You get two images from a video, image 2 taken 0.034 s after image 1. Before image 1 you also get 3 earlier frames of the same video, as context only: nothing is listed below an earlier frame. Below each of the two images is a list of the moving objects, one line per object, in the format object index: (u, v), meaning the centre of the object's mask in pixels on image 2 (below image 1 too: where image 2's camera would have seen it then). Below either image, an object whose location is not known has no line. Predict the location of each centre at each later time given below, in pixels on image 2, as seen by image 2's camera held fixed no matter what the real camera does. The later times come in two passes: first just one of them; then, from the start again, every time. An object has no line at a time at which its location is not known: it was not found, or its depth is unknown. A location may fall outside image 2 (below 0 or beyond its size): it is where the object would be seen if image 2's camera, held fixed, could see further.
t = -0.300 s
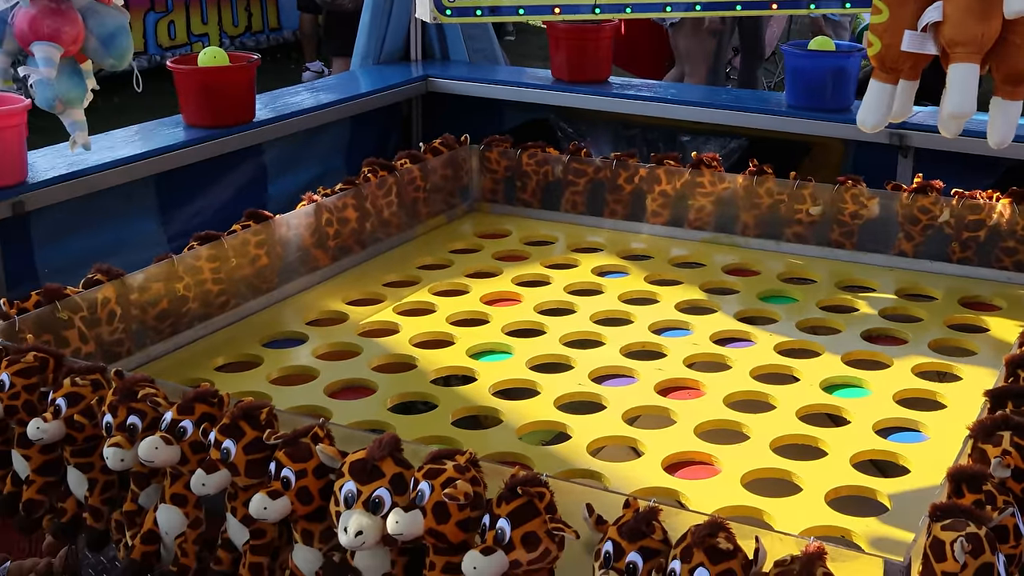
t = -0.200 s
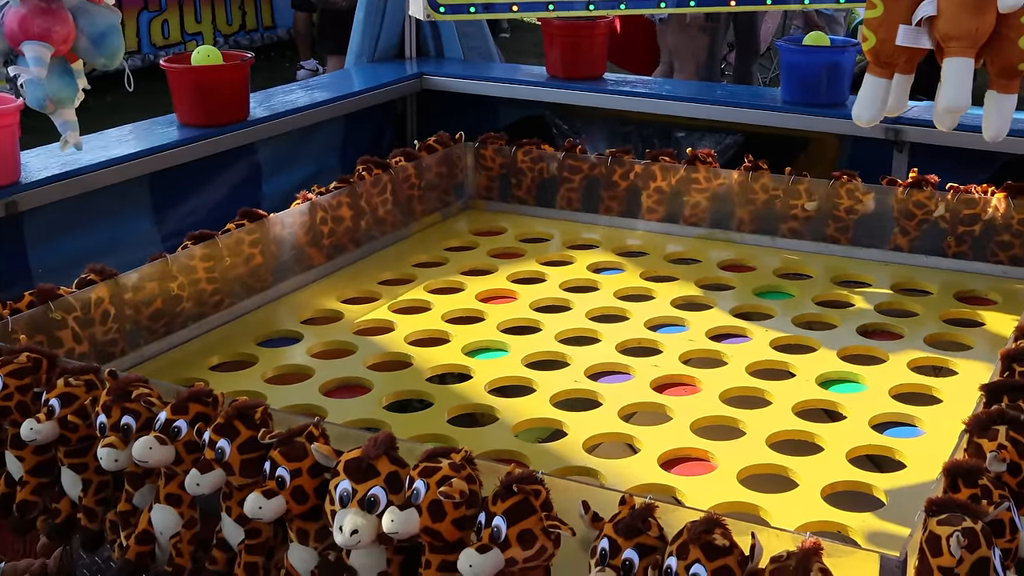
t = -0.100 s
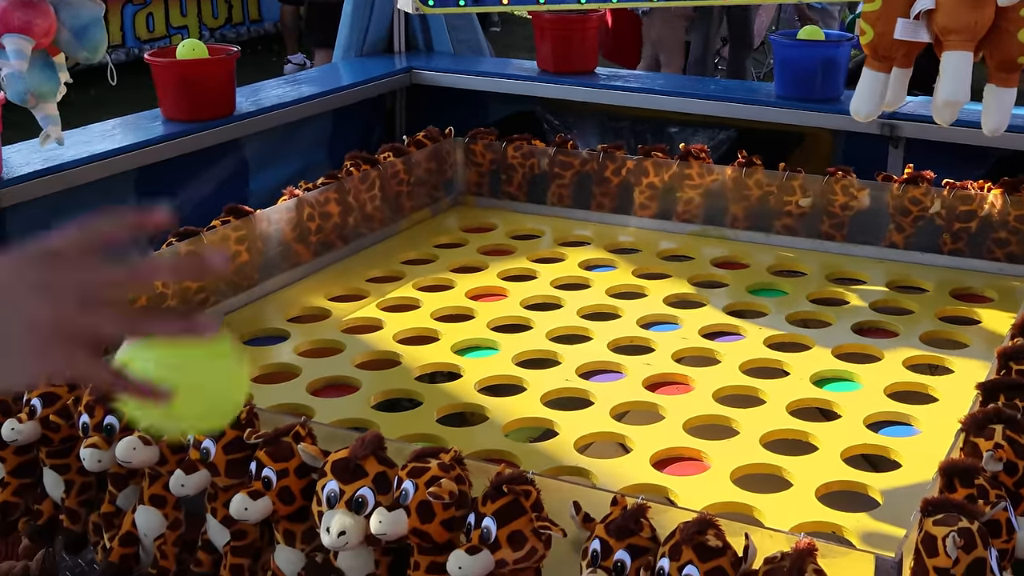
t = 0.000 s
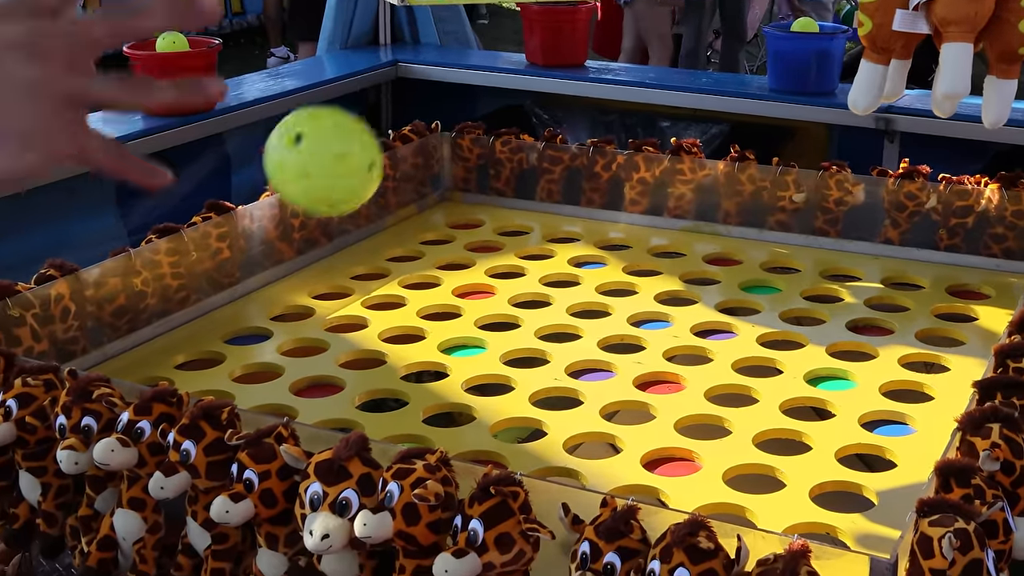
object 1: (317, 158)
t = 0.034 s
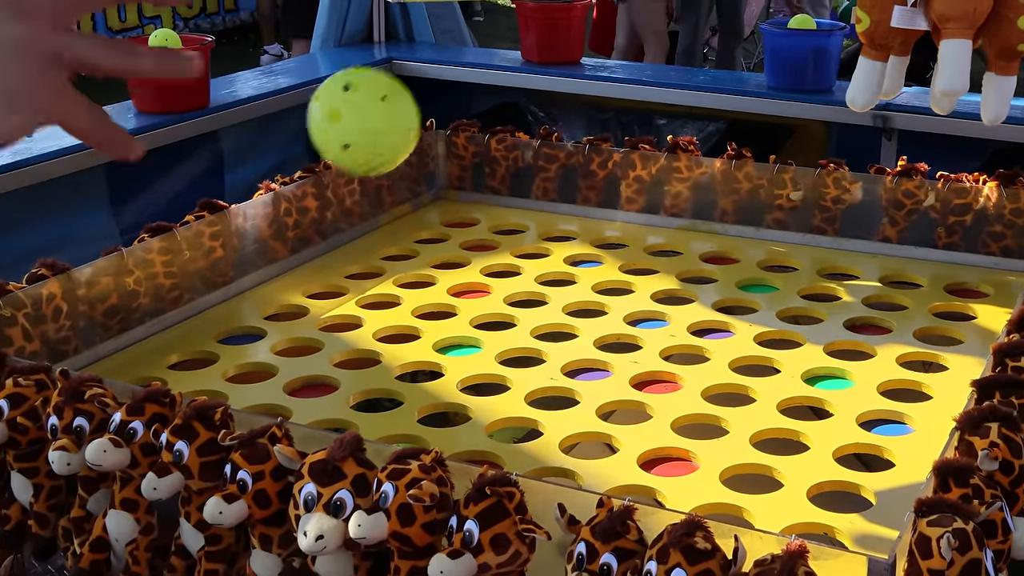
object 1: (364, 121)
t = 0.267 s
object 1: (584, 193)
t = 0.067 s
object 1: (405, 99)
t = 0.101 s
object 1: (443, 89)
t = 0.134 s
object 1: (478, 92)
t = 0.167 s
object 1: (509, 106)
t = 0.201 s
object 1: (537, 128)
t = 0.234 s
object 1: (561, 157)
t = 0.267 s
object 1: (584, 193)
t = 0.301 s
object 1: (604, 232)
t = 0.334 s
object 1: (621, 275)
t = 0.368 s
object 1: (637, 324)
